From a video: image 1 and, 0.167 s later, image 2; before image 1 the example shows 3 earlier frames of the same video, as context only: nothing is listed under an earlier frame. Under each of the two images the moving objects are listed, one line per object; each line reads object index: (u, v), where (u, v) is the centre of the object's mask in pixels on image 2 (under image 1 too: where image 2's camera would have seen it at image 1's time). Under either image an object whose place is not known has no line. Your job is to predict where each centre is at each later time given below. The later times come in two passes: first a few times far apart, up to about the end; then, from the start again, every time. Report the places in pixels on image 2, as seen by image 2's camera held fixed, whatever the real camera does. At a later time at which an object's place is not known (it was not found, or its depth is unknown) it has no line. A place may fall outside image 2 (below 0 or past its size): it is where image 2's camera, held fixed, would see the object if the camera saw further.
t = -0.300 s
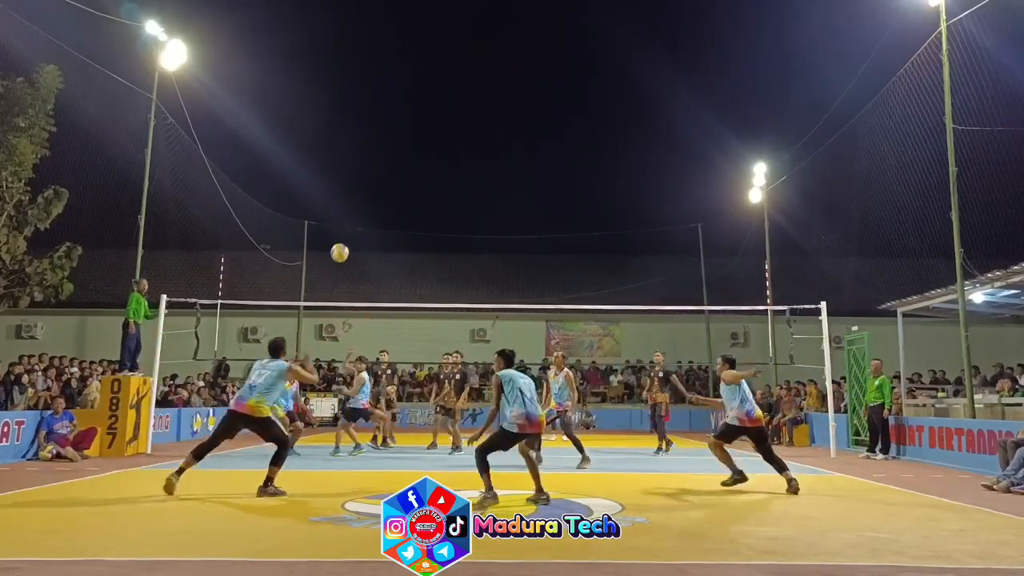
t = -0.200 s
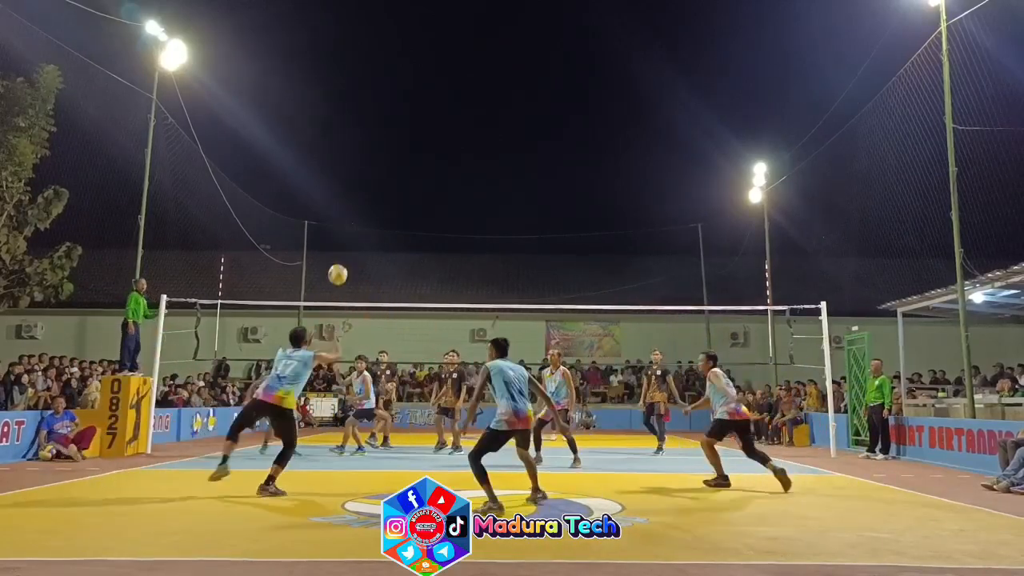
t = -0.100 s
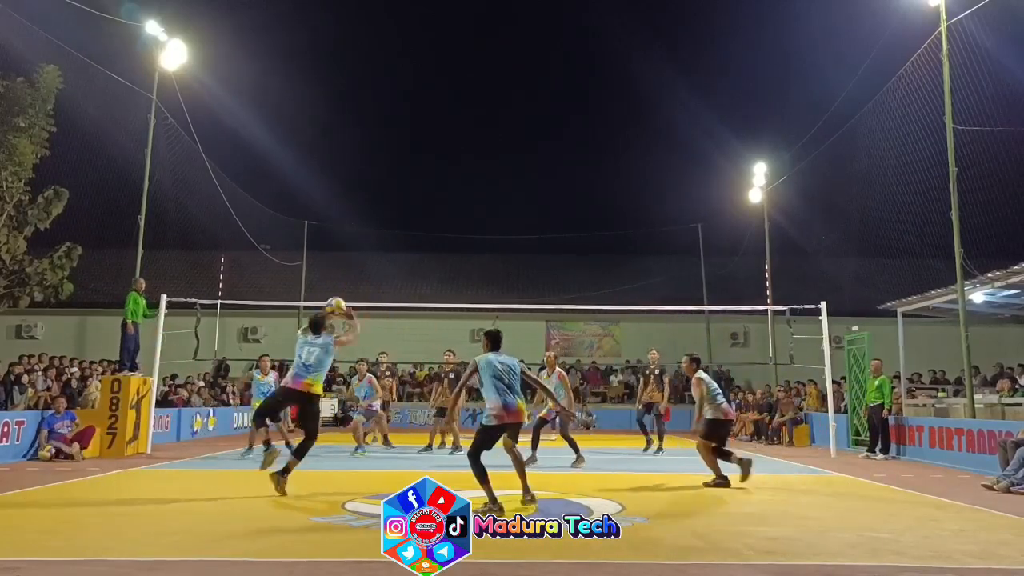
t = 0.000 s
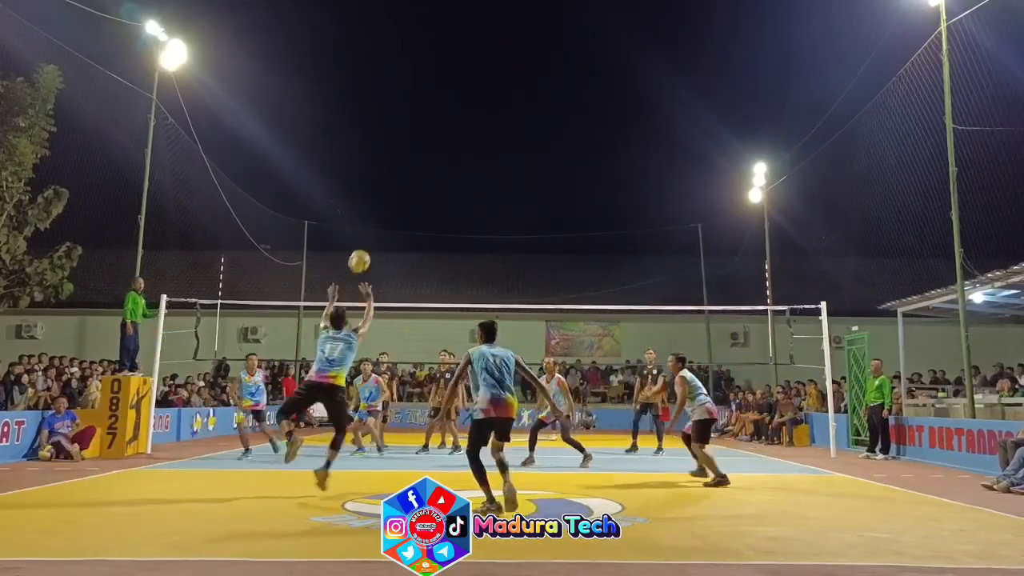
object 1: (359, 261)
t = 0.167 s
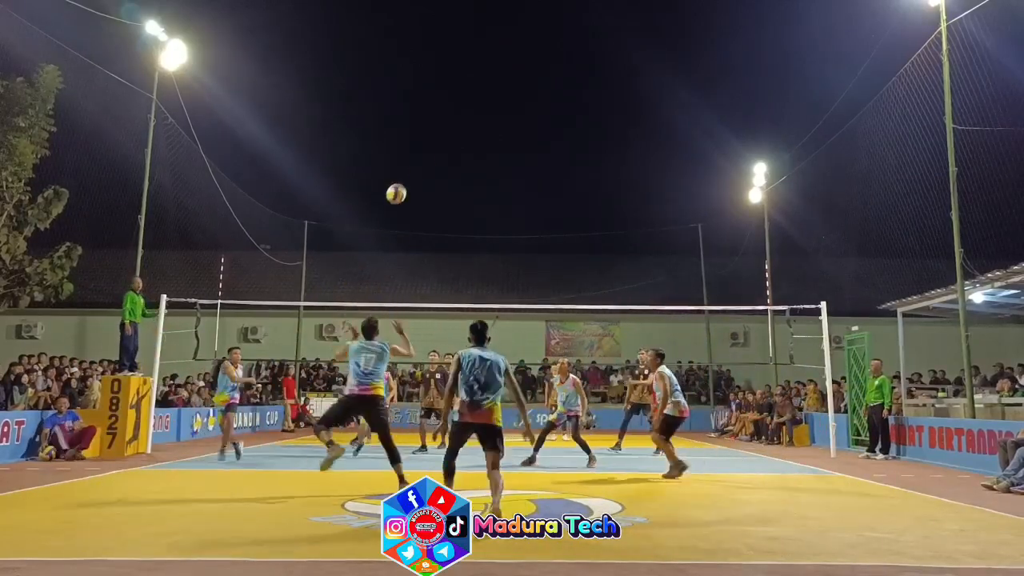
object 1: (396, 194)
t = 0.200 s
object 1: (403, 184)
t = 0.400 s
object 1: (438, 150)
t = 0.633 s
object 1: (473, 152)
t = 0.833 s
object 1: (498, 183)
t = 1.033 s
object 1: (520, 238)
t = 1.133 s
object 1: (530, 273)
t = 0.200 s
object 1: (403, 184)
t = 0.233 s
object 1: (409, 176)
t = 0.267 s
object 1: (415, 169)
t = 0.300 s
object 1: (421, 163)
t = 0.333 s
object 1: (427, 157)
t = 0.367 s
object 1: (432, 153)
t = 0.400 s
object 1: (438, 150)
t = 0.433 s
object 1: (443, 148)
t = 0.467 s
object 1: (448, 146)
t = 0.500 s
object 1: (454, 146)
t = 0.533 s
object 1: (458, 146)
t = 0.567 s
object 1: (463, 147)
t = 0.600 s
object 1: (468, 149)
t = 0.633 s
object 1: (473, 152)
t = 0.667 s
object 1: (477, 155)
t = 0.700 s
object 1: (482, 159)
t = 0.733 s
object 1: (486, 164)
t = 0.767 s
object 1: (490, 170)
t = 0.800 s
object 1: (494, 176)
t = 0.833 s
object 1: (498, 183)
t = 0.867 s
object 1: (502, 191)
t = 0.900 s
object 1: (506, 199)
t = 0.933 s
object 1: (510, 208)
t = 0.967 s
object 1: (513, 217)
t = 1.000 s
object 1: (517, 227)
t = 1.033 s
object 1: (520, 238)
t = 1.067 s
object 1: (523, 249)
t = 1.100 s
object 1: (526, 261)
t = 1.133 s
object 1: (530, 273)
